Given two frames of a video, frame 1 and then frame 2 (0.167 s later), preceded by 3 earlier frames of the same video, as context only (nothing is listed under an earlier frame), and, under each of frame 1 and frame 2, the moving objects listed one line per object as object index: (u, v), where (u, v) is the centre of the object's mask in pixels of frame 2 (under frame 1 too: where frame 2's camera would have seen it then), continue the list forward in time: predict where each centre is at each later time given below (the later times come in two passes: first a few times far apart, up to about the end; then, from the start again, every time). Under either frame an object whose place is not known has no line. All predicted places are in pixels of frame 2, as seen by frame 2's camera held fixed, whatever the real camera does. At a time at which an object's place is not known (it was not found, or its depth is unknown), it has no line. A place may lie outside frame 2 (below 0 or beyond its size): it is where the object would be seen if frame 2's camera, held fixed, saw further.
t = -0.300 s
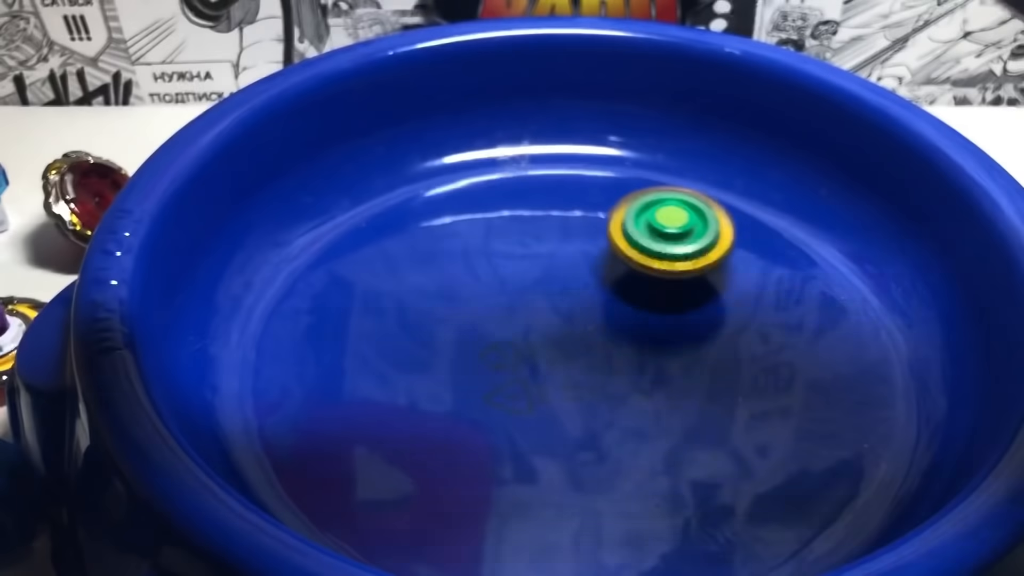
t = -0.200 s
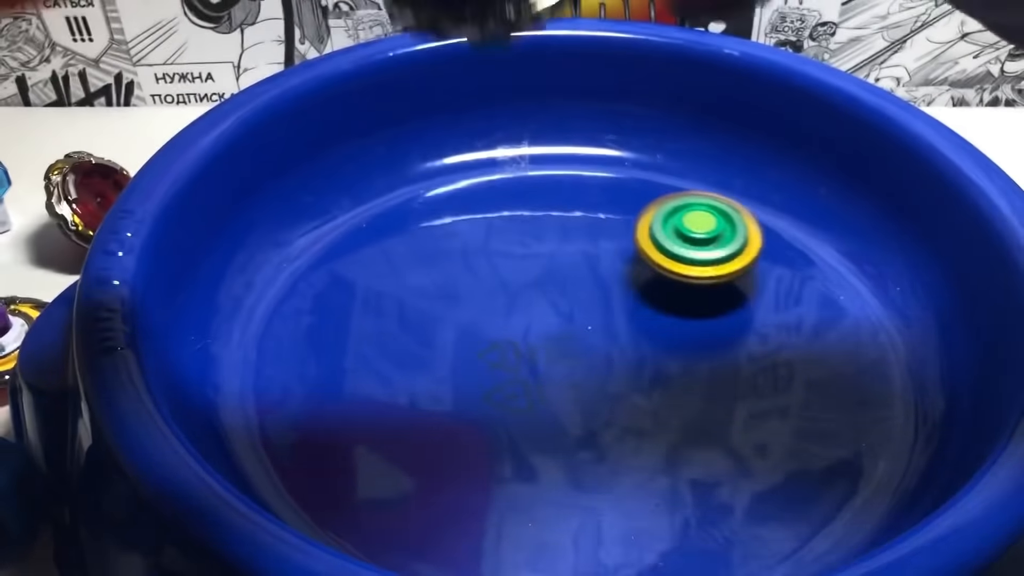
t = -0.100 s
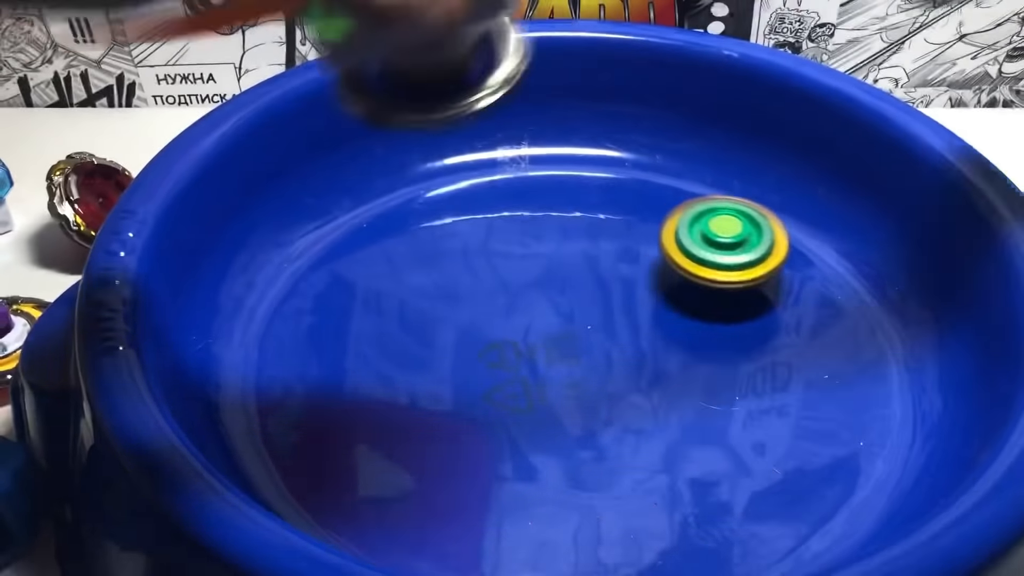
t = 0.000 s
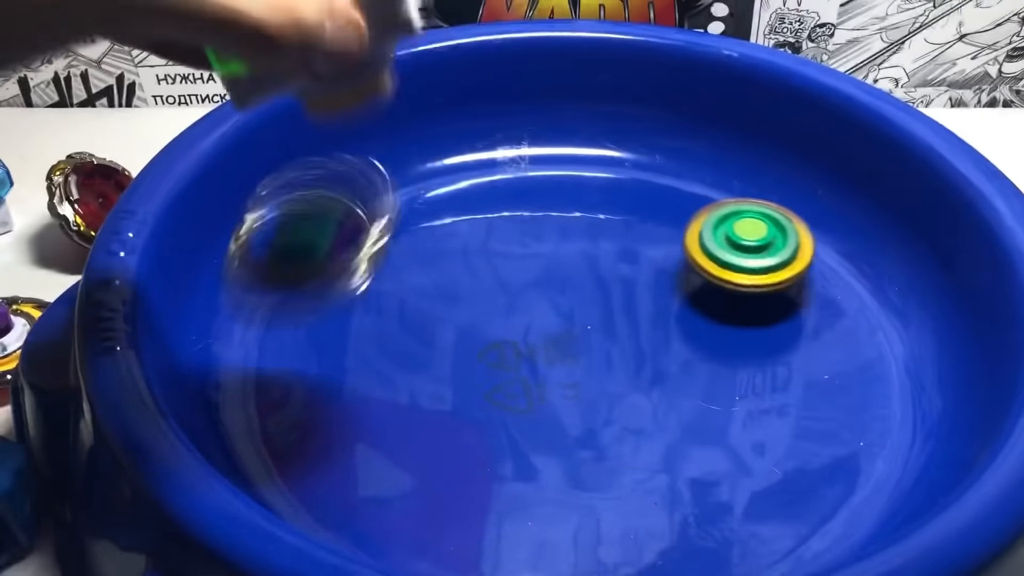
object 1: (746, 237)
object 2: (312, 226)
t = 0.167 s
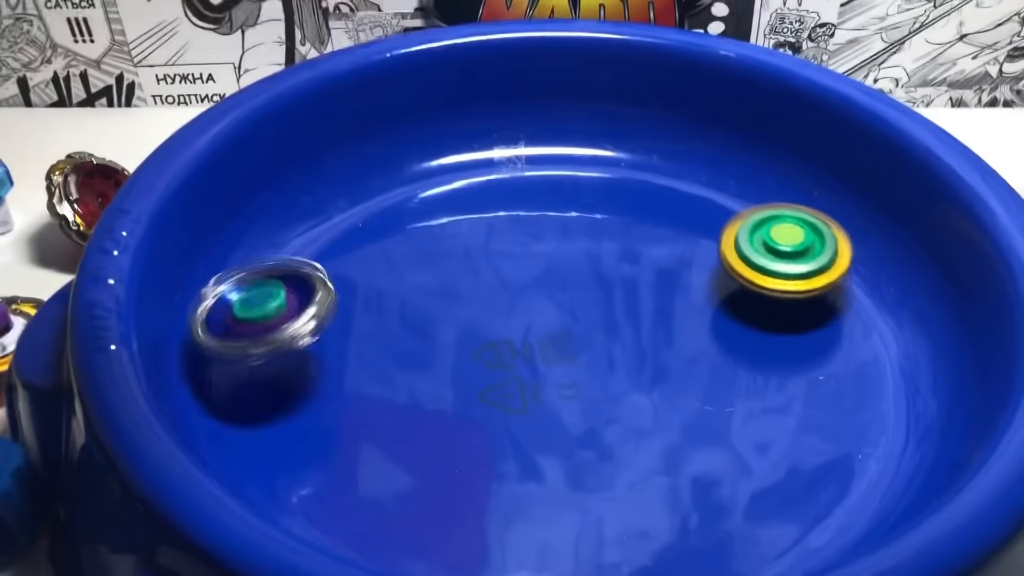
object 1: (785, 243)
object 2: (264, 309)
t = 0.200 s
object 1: (791, 245)
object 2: (270, 321)
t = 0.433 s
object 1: (812, 251)
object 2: (371, 305)
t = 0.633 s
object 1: (811, 256)
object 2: (489, 305)
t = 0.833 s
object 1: (801, 272)
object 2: (567, 312)
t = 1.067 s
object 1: (786, 312)
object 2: (593, 317)
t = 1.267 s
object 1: (777, 356)
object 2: (596, 319)
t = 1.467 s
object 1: (777, 397)
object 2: (598, 320)
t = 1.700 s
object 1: (782, 438)
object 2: (602, 320)
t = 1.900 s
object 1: (777, 464)
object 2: (608, 321)
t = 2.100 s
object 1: (755, 476)
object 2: (614, 322)
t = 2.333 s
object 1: (705, 474)
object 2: (620, 323)
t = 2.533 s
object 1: (650, 468)
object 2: (623, 325)
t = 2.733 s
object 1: (595, 458)
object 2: (624, 327)
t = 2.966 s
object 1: (533, 443)
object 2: (623, 330)
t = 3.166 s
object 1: (494, 431)
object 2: (619, 332)
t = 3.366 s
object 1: (470, 420)
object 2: (614, 333)
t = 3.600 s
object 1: (454, 399)
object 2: (607, 333)
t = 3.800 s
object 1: (451, 380)
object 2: (602, 333)
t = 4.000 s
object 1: (457, 355)
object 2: (599, 332)
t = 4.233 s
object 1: (342, 339)
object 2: (774, 306)
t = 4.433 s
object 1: (311, 343)
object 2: (842, 295)
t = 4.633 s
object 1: (338, 354)
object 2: (817, 300)
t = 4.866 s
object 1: (418, 351)
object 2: (755, 312)
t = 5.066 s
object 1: (499, 326)
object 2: (704, 322)
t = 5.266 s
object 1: (498, 273)
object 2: (746, 346)
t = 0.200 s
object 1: (791, 245)
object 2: (270, 321)
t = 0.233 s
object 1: (796, 246)
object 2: (278, 315)
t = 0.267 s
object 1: (798, 247)
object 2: (290, 318)
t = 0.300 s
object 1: (802, 248)
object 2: (305, 310)
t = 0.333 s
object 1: (806, 249)
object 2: (319, 310)
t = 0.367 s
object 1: (807, 250)
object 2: (335, 307)
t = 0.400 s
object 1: (810, 251)
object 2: (354, 303)
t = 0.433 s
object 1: (812, 251)
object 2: (371, 305)
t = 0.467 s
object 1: (813, 252)
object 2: (389, 304)
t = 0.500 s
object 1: (814, 252)
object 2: (408, 303)
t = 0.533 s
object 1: (814, 253)
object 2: (429, 303)
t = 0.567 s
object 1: (813, 254)
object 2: (450, 304)
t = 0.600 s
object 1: (812, 255)
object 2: (469, 305)
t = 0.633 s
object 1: (811, 256)
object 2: (489, 305)
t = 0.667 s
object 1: (810, 258)
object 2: (506, 306)
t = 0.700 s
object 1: (808, 260)
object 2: (522, 307)
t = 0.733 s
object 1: (807, 262)
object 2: (536, 308)
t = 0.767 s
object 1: (805, 264)
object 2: (548, 309)
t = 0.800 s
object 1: (803, 268)
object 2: (559, 311)
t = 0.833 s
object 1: (801, 272)
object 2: (567, 312)
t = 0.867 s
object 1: (800, 276)
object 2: (575, 313)
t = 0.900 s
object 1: (798, 281)
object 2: (580, 314)
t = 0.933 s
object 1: (796, 286)
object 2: (584, 314)
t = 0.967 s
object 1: (793, 292)
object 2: (587, 315)
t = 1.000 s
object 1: (791, 298)
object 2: (590, 316)
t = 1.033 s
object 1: (789, 305)
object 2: (592, 317)
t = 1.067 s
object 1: (786, 312)
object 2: (593, 317)
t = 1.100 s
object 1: (784, 319)
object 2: (594, 317)
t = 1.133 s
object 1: (782, 326)
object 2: (595, 318)
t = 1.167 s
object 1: (780, 334)
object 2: (595, 318)
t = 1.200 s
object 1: (779, 341)
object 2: (596, 318)
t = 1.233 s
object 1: (777, 349)
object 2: (596, 318)
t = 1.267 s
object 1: (777, 356)
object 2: (596, 319)
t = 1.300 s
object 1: (776, 363)
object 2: (596, 319)
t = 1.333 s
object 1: (776, 371)
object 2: (596, 319)
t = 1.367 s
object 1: (776, 378)
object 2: (597, 319)
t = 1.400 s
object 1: (776, 384)
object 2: (597, 319)
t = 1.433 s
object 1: (777, 391)
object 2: (597, 320)
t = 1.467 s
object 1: (777, 397)
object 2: (598, 320)
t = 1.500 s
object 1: (778, 404)
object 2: (598, 320)
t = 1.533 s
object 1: (779, 410)
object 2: (599, 320)
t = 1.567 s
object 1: (780, 416)
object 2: (599, 321)
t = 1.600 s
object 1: (780, 422)
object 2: (600, 321)
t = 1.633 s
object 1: (781, 427)
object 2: (600, 321)
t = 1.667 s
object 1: (781, 433)
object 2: (601, 321)
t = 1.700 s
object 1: (782, 438)
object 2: (602, 320)
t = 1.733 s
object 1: (782, 443)
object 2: (603, 320)
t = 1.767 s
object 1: (782, 448)
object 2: (604, 320)
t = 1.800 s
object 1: (781, 453)
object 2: (605, 320)
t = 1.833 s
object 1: (780, 457)
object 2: (606, 321)
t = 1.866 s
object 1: (779, 461)
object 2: (607, 320)
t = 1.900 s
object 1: (777, 464)
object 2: (608, 321)
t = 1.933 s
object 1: (774, 468)
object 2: (609, 321)
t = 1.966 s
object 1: (772, 470)
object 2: (610, 321)
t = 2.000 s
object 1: (768, 472)
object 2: (611, 322)
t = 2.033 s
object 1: (764, 473)
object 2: (612, 322)
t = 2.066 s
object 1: (760, 475)
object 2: (613, 322)
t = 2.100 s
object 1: (755, 476)
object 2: (614, 322)
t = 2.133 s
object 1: (750, 476)
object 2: (614, 322)
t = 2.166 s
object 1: (744, 476)
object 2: (615, 322)
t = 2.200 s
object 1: (737, 476)
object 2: (616, 322)
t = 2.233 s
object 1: (730, 476)
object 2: (617, 322)
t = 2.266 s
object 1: (721, 475)
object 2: (618, 322)
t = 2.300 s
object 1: (713, 474)
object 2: (619, 323)
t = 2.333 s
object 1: (705, 474)
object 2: (620, 323)
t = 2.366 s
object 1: (696, 472)
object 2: (621, 323)
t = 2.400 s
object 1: (687, 472)
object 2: (621, 323)
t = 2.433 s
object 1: (678, 471)
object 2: (622, 324)
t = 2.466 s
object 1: (669, 470)
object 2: (622, 324)
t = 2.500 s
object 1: (660, 469)
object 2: (623, 325)
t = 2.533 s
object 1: (650, 468)
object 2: (623, 325)
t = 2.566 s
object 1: (640, 466)
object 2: (623, 326)
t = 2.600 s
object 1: (630, 465)
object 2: (624, 326)
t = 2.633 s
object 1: (621, 463)
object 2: (624, 326)
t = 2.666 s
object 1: (612, 461)
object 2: (624, 327)
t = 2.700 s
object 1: (603, 459)
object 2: (624, 327)
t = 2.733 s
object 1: (595, 458)
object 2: (624, 327)
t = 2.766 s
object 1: (586, 456)
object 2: (624, 328)
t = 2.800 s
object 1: (577, 454)
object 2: (624, 328)
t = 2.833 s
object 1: (568, 452)
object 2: (624, 329)
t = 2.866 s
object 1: (559, 450)
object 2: (624, 329)
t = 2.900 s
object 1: (550, 448)
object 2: (623, 329)
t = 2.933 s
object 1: (541, 446)
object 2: (623, 330)
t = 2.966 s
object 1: (533, 443)
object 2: (623, 330)
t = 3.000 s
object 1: (525, 441)
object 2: (622, 331)
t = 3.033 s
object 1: (518, 439)
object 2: (622, 331)
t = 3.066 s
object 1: (511, 436)
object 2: (621, 331)
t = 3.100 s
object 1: (505, 434)
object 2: (620, 332)
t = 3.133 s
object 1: (500, 432)
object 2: (619, 332)
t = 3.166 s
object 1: (494, 431)
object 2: (619, 332)
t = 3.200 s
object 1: (490, 429)
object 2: (618, 332)
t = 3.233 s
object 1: (485, 428)
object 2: (617, 333)
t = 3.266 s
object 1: (481, 426)
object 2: (616, 333)
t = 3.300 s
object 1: (477, 425)
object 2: (615, 333)
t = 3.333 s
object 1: (473, 422)
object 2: (615, 333)
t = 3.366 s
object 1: (470, 420)
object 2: (614, 333)
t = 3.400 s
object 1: (467, 417)
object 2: (613, 333)
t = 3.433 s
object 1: (464, 414)
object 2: (612, 333)
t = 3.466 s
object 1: (461, 411)
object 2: (611, 333)
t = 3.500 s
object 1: (459, 408)
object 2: (610, 333)
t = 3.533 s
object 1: (457, 405)
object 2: (609, 333)
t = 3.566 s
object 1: (455, 402)
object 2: (608, 333)
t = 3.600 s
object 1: (454, 399)
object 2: (607, 333)
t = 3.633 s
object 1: (453, 397)
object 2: (606, 333)
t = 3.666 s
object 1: (453, 394)
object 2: (605, 333)
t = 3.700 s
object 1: (452, 390)
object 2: (604, 333)
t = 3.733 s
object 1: (451, 387)
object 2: (603, 333)
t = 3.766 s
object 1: (451, 384)
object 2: (603, 333)
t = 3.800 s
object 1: (451, 380)
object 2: (602, 333)
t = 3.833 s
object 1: (452, 376)
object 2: (601, 333)
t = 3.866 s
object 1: (453, 372)
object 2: (601, 332)
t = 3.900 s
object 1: (454, 368)
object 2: (600, 332)
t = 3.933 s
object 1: (455, 364)
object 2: (599, 332)
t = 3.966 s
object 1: (456, 360)
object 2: (599, 332)
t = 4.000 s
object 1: (457, 355)
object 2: (599, 332)
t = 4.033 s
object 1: (459, 351)
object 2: (598, 331)
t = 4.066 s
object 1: (440, 347)
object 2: (622, 327)
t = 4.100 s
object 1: (413, 345)
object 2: (659, 322)
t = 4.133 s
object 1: (389, 343)
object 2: (694, 318)
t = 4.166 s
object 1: (370, 341)
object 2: (725, 313)
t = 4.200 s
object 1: (354, 339)
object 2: (751, 309)
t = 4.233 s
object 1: (342, 339)
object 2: (774, 306)
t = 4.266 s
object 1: (332, 339)
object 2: (794, 303)
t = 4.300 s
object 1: (324, 339)
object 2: (810, 299)
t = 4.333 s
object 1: (318, 339)
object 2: (823, 298)
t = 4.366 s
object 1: (314, 340)
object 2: (833, 297)
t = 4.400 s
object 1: (312, 342)
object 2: (839, 296)
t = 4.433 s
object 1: (311, 343)
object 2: (842, 295)
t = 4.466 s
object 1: (312, 345)
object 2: (842, 295)
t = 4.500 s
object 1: (314, 347)
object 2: (840, 296)
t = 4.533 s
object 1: (317, 349)
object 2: (836, 296)
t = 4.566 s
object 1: (323, 351)
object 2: (831, 297)
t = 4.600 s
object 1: (329, 353)
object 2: (825, 299)
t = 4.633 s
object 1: (338, 354)
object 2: (817, 300)
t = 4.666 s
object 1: (347, 355)
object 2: (809, 301)
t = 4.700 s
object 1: (357, 356)
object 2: (801, 303)
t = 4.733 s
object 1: (368, 356)
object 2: (792, 304)
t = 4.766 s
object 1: (380, 356)
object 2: (783, 306)
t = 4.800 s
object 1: (392, 355)
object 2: (774, 308)
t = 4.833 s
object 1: (405, 354)
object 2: (764, 310)
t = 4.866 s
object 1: (418, 351)
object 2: (755, 312)
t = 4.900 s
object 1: (431, 349)
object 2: (745, 313)
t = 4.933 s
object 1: (445, 345)
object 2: (736, 315)
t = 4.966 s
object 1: (459, 341)
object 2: (727, 317)
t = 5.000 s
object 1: (473, 336)
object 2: (718, 319)
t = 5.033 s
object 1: (486, 331)
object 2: (711, 321)
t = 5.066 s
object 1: (499, 326)
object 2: (704, 322)
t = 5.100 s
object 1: (510, 320)
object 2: (698, 323)
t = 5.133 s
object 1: (520, 313)
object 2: (692, 325)
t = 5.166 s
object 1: (528, 307)
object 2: (687, 325)
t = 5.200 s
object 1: (536, 301)
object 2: (682, 326)
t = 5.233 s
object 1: (528, 290)
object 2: (696, 332)
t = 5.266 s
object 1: (498, 273)
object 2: (746, 346)
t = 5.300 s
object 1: (473, 257)
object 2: (793, 360)
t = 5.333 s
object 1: (453, 244)
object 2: (837, 372)
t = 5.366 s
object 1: (436, 233)
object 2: (876, 382)
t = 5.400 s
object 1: (424, 224)
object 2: (897, 384)
